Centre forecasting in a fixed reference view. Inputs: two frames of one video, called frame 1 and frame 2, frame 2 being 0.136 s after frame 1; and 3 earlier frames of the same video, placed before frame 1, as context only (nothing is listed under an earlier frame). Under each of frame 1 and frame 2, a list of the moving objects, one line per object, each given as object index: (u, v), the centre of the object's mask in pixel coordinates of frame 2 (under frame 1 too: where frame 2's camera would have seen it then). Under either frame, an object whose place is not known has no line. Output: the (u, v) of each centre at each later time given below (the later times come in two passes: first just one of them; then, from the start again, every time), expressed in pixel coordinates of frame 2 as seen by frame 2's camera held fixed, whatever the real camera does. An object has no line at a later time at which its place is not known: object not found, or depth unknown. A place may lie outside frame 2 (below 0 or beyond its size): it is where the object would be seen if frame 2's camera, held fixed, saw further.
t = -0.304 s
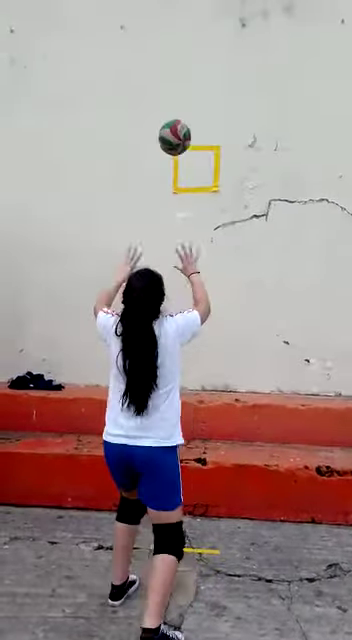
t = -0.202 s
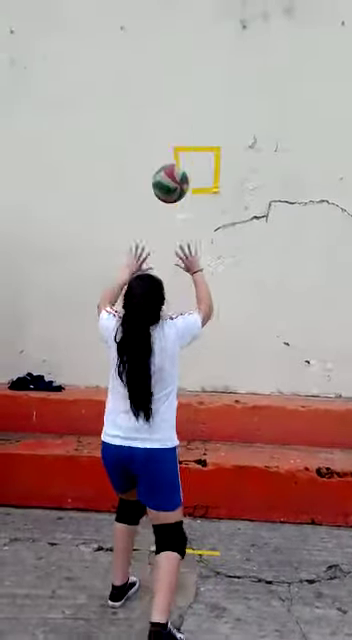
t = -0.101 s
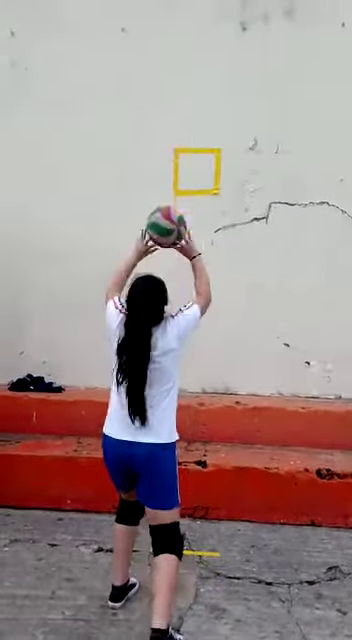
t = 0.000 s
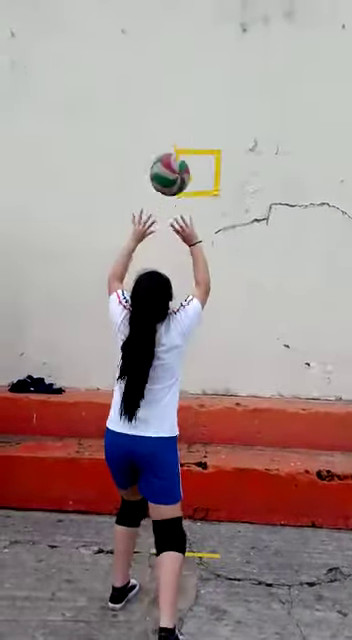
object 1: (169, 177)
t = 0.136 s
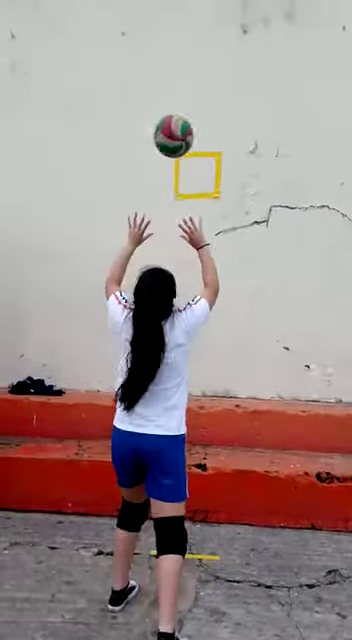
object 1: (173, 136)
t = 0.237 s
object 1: (175, 129)
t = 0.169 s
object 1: (174, 132)
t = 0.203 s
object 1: (174, 129)
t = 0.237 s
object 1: (175, 129)
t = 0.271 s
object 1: (176, 131)
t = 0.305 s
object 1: (176, 136)
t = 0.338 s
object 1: (177, 142)
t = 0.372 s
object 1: (177, 151)
